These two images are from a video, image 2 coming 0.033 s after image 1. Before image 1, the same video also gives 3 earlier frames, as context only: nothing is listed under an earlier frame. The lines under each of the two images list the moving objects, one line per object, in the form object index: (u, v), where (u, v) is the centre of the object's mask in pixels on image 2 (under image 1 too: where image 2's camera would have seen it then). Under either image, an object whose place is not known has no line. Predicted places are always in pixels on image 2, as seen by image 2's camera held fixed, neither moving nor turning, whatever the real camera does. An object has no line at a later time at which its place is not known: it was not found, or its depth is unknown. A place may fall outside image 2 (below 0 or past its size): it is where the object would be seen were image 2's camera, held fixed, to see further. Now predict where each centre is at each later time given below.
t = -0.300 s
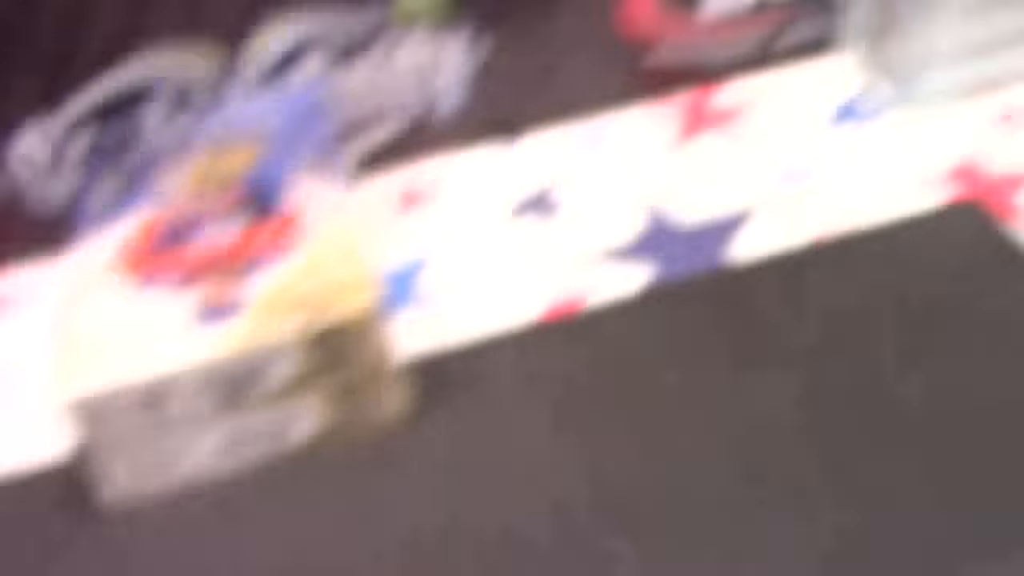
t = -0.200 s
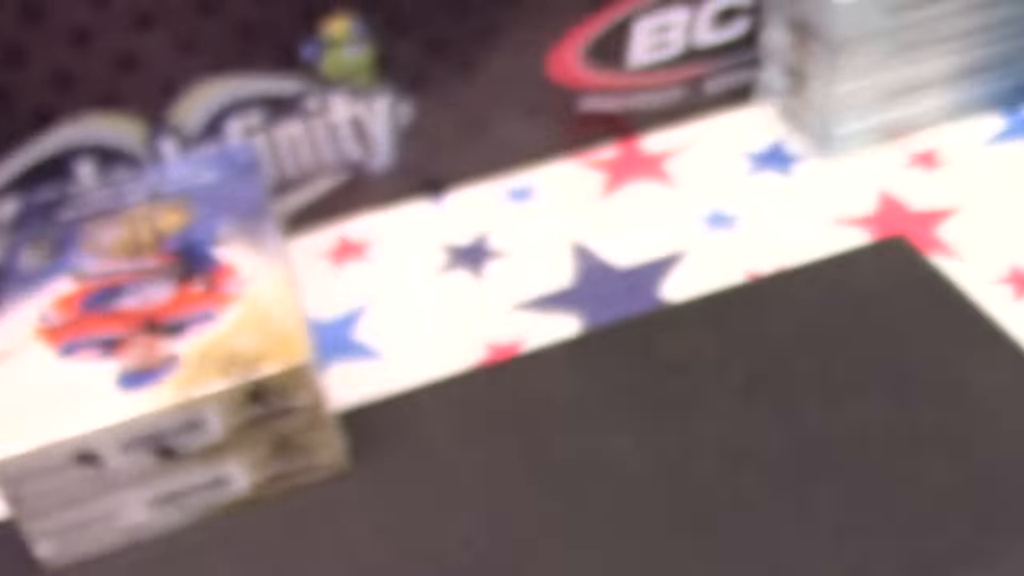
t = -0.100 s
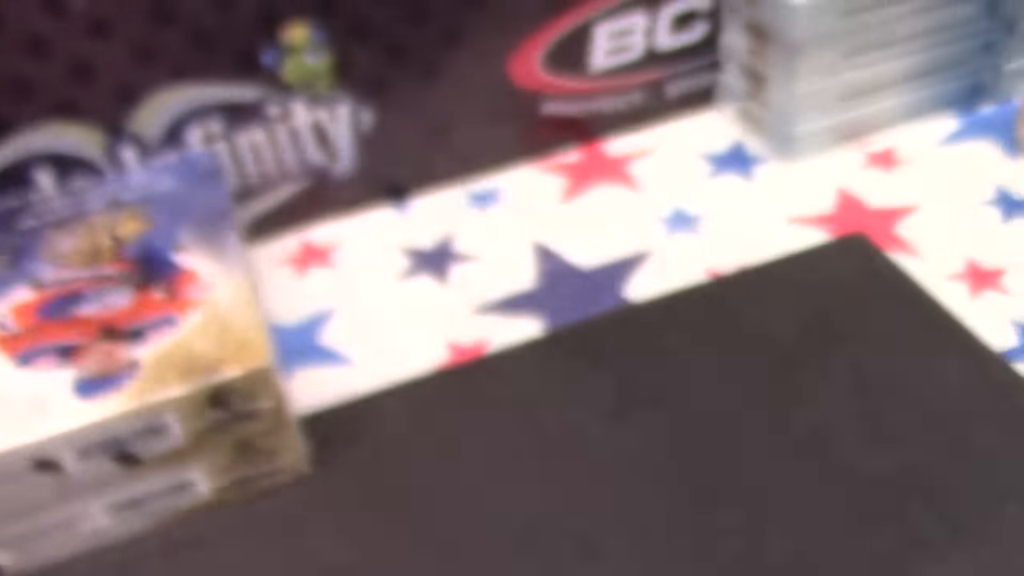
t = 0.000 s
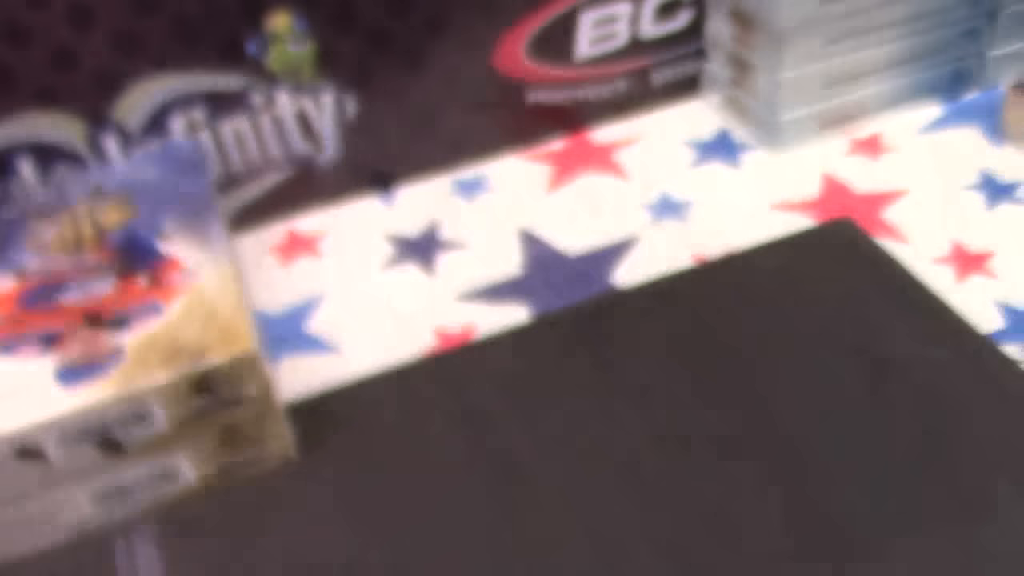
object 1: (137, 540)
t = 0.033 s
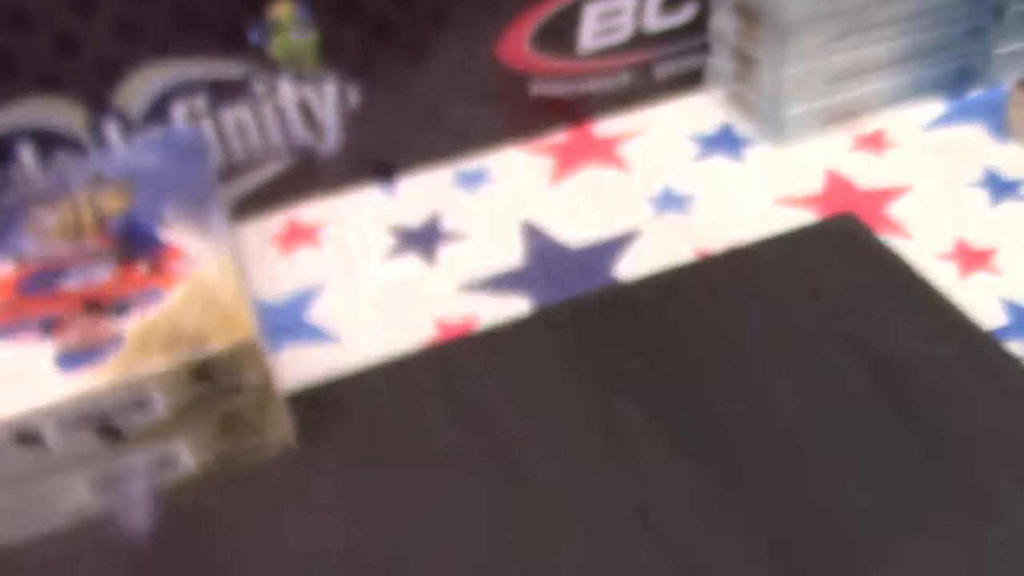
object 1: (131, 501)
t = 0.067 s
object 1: (151, 490)
